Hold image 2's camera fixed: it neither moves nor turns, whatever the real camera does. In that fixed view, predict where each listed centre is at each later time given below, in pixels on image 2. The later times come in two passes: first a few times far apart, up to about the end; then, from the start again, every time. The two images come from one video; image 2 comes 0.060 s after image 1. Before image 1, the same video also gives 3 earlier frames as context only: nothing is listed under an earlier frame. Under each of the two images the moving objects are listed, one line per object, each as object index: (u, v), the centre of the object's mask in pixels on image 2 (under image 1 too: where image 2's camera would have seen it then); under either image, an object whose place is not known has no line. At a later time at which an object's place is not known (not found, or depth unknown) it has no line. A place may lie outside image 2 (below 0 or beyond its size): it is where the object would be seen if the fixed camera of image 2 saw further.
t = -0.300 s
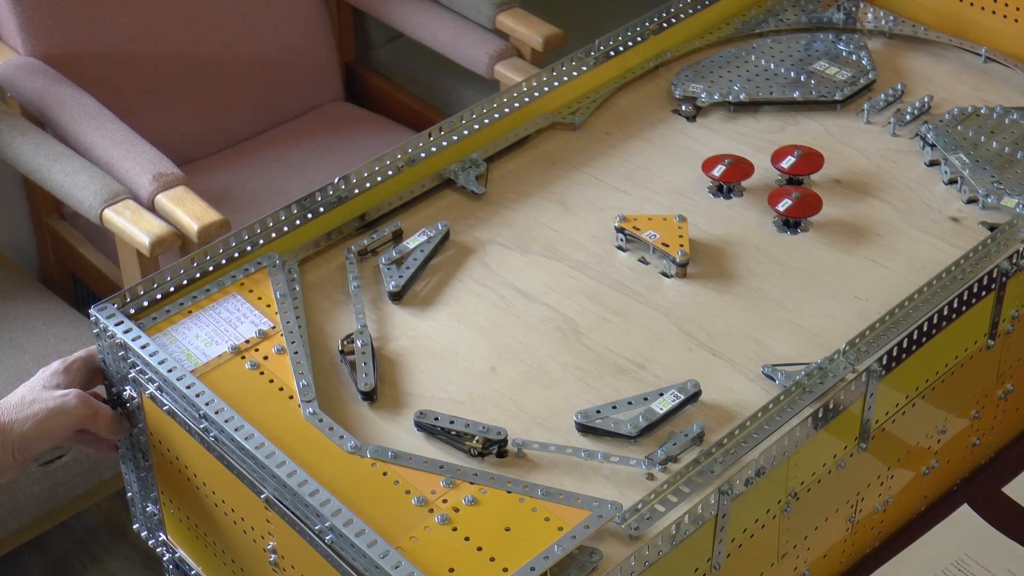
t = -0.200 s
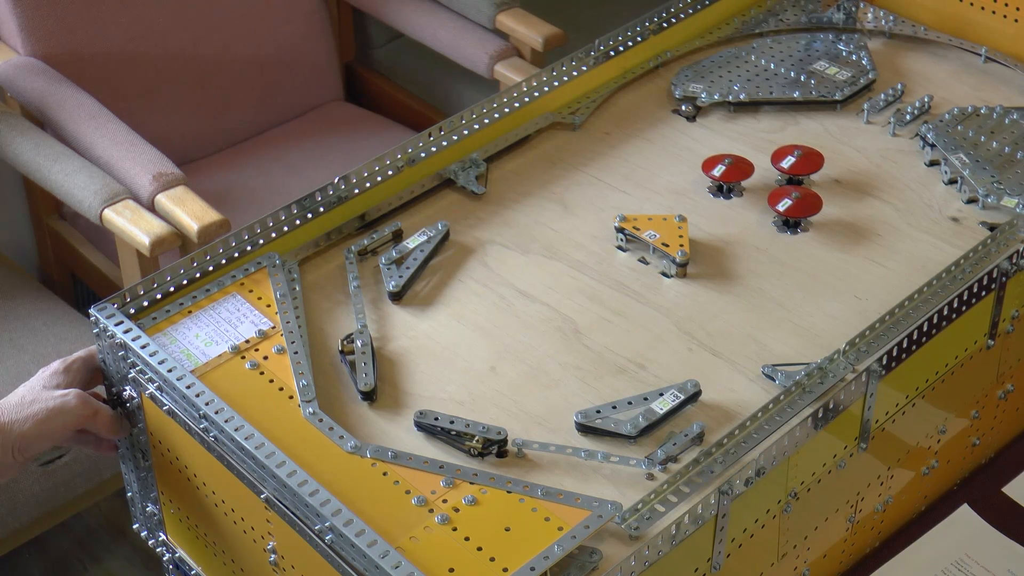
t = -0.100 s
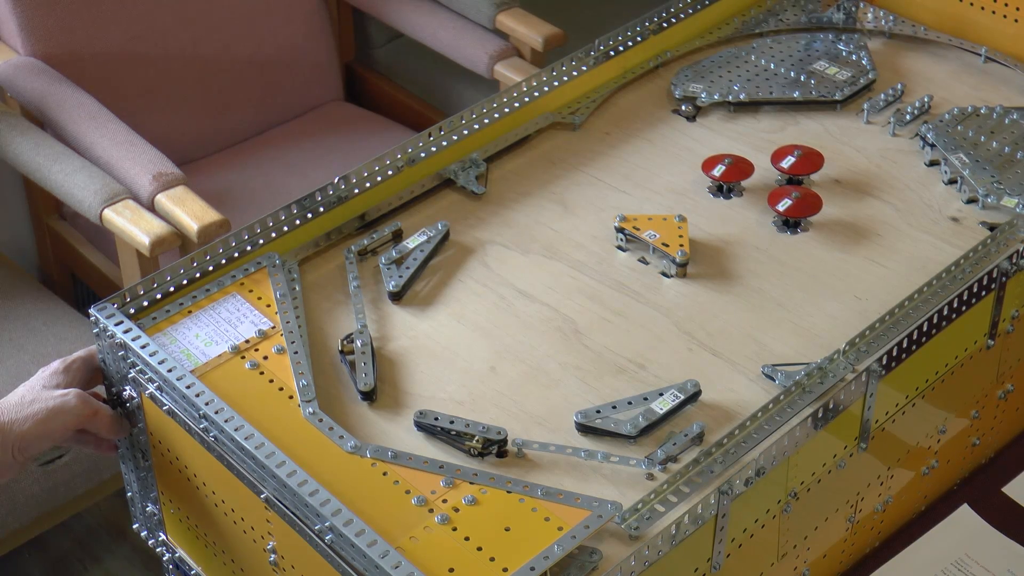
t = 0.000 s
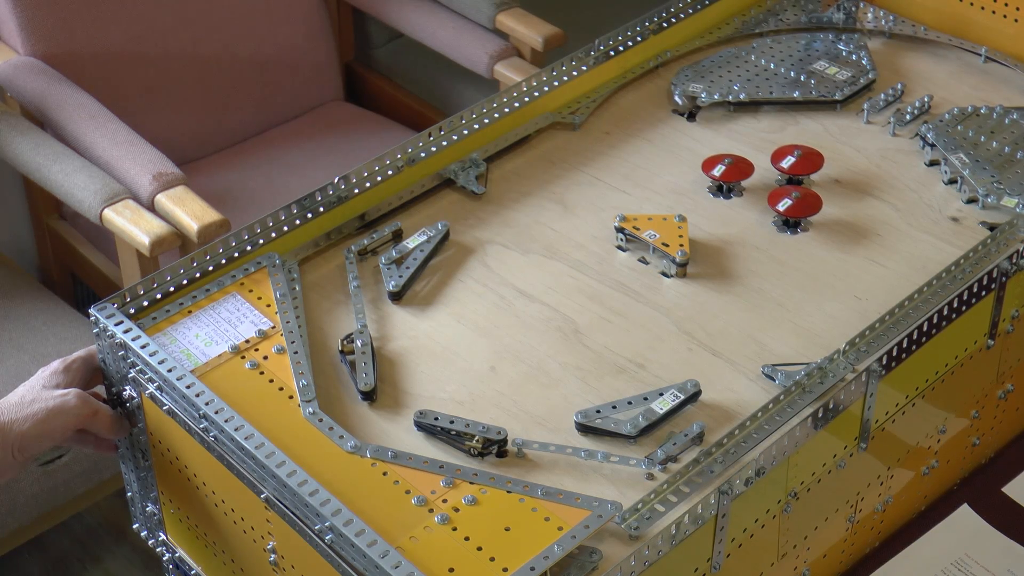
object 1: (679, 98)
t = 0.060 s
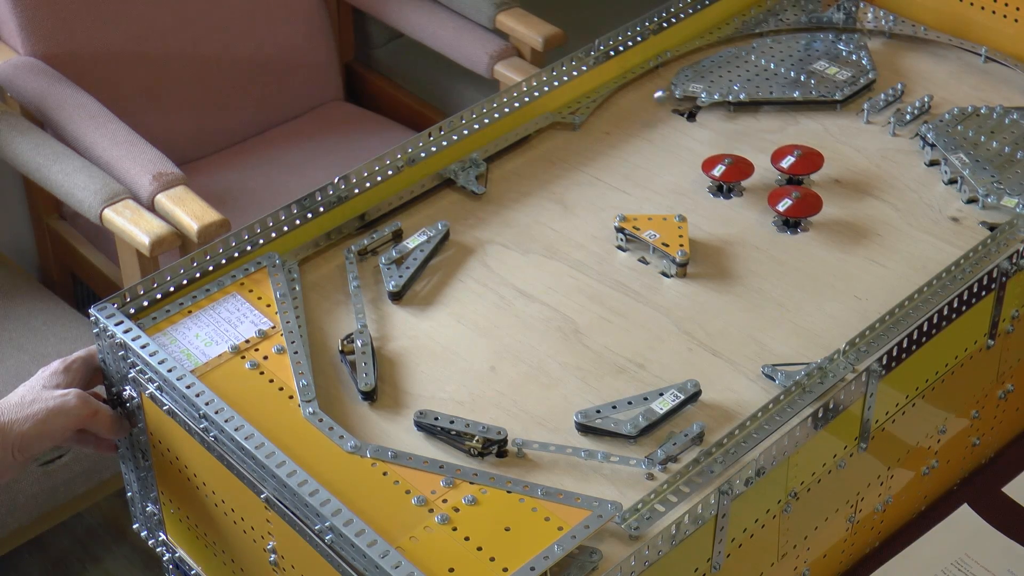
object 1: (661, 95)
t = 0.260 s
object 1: (596, 171)
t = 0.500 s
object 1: (506, 233)
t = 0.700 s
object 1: (408, 298)
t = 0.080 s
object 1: (655, 100)
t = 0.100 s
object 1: (647, 111)
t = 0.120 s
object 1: (638, 124)
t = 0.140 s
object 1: (631, 140)
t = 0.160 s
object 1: (625, 149)
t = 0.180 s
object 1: (620, 152)
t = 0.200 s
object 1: (615, 157)
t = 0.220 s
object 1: (609, 162)
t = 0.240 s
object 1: (603, 166)
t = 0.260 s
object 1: (596, 171)
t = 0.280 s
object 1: (590, 175)
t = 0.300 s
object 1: (582, 179)
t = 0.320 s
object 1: (576, 184)
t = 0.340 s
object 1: (569, 189)
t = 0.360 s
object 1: (562, 194)
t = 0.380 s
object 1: (555, 200)
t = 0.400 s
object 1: (547, 205)
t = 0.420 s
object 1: (539, 210)
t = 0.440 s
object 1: (532, 215)
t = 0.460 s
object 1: (524, 221)
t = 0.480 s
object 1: (515, 226)
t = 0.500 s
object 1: (506, 233)
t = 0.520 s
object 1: (498, 238)
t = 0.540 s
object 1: (489, 244)
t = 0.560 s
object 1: (480, 250)
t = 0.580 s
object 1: (468, 257)
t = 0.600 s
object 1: (458, 263)
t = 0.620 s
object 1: (448, 270)
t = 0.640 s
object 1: (437, 276)
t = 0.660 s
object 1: (426, 284)
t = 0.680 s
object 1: (413, 290)
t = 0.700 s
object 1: (408, 298)
